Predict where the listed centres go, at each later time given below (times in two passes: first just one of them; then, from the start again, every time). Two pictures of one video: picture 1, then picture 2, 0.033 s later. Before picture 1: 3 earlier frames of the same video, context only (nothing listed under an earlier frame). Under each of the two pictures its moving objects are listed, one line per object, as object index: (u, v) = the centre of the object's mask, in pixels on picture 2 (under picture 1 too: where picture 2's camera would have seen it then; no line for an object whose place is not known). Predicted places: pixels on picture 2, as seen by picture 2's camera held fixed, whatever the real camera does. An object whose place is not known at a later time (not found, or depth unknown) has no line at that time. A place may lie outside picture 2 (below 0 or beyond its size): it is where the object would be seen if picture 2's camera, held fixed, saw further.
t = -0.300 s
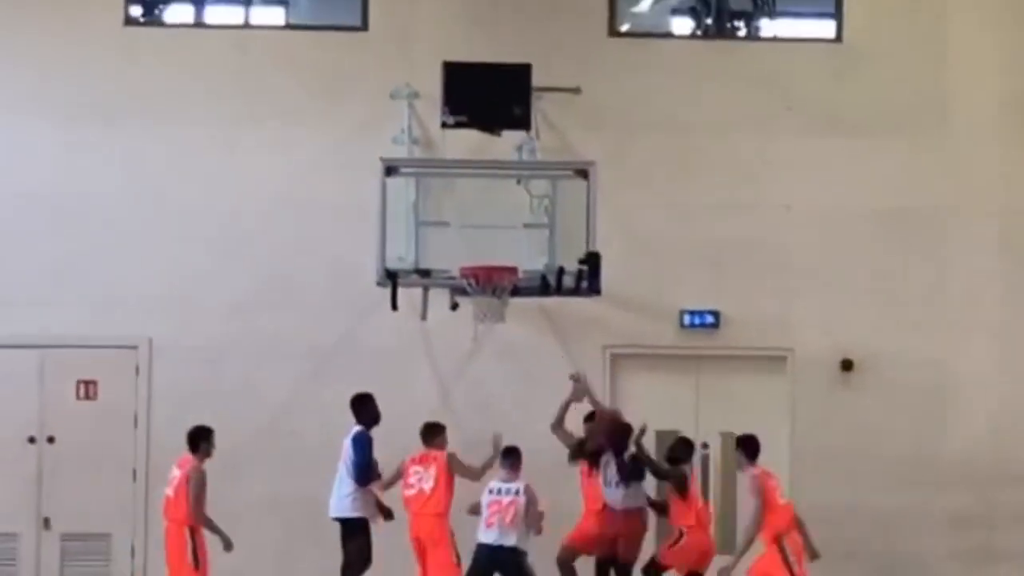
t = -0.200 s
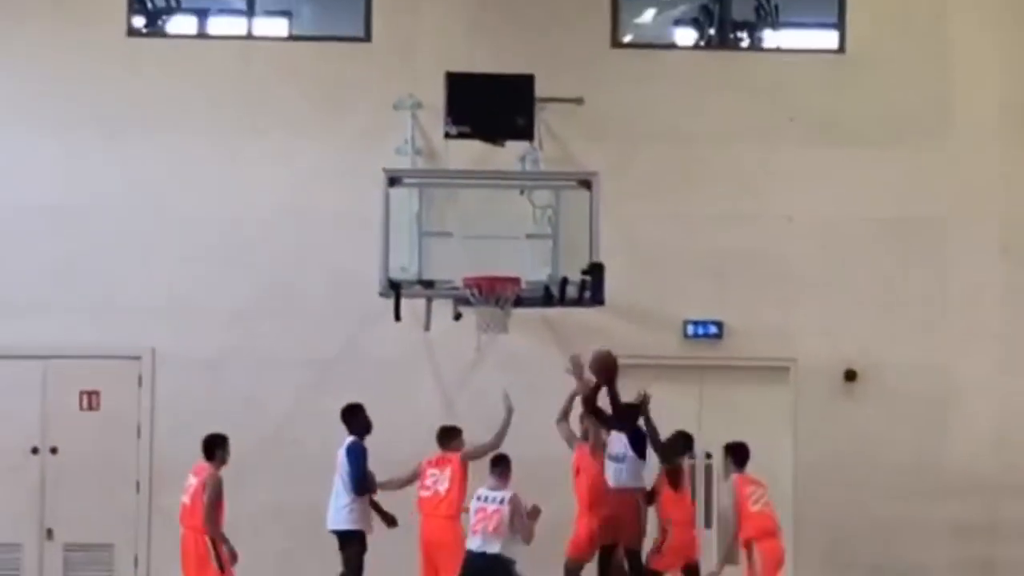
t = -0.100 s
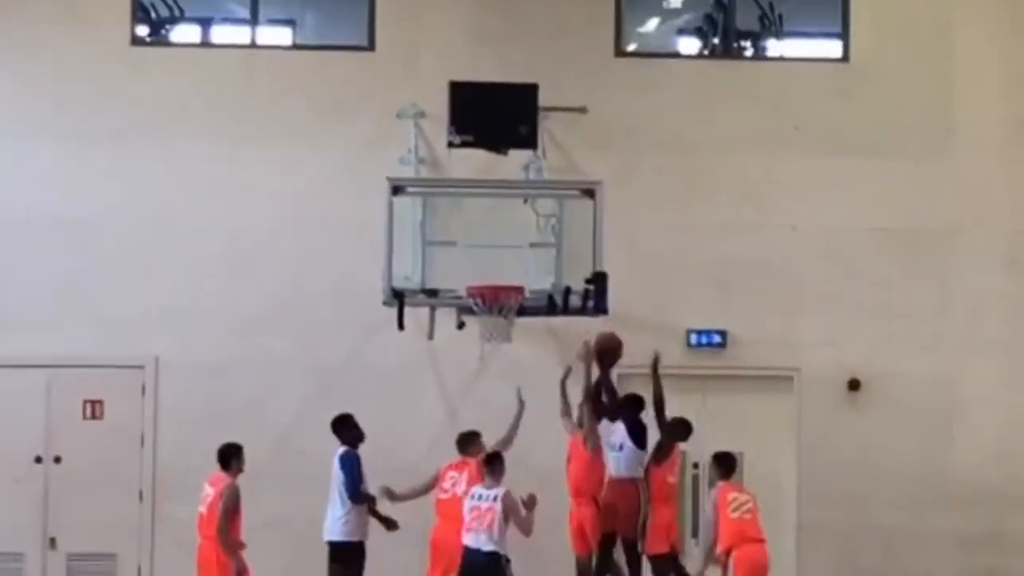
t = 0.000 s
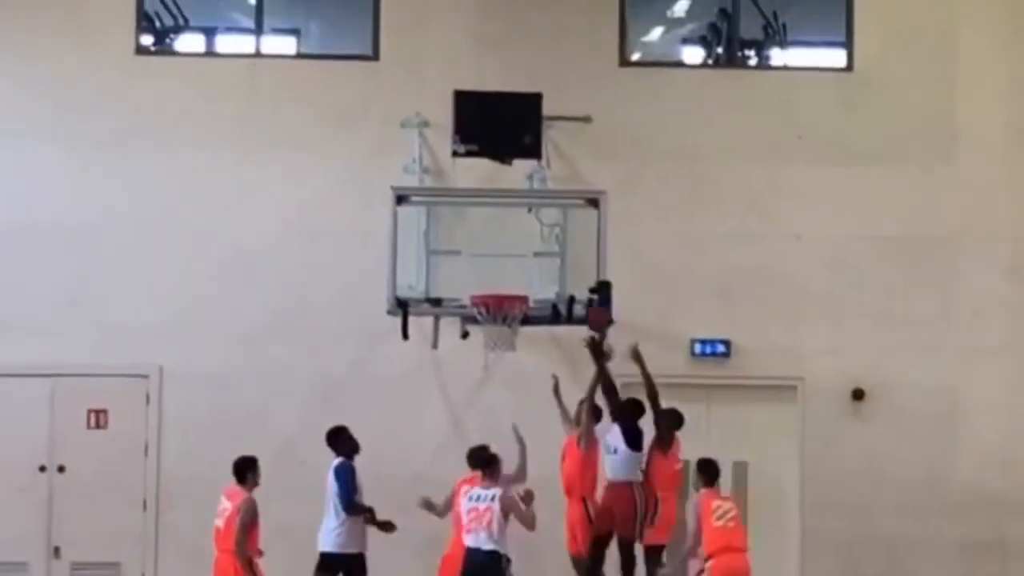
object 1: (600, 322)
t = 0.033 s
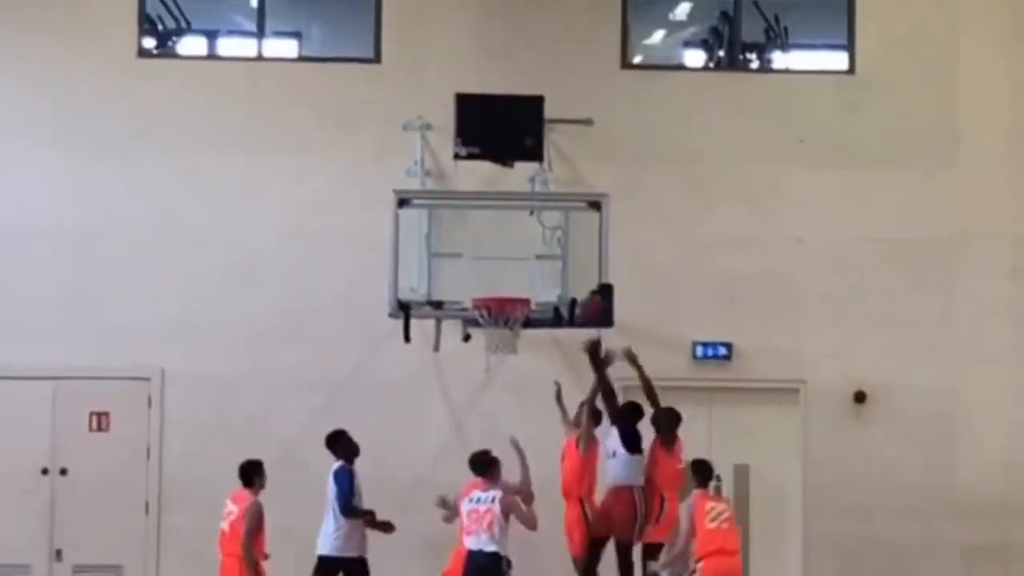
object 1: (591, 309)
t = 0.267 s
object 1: (550, 265)
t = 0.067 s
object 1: (584, 298)
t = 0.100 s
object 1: (579, 290)
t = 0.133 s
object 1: (573, 282)
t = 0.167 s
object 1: (567, 276)
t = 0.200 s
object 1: (560, 271)
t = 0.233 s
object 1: (555, 268)
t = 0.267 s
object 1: (550, 265)
